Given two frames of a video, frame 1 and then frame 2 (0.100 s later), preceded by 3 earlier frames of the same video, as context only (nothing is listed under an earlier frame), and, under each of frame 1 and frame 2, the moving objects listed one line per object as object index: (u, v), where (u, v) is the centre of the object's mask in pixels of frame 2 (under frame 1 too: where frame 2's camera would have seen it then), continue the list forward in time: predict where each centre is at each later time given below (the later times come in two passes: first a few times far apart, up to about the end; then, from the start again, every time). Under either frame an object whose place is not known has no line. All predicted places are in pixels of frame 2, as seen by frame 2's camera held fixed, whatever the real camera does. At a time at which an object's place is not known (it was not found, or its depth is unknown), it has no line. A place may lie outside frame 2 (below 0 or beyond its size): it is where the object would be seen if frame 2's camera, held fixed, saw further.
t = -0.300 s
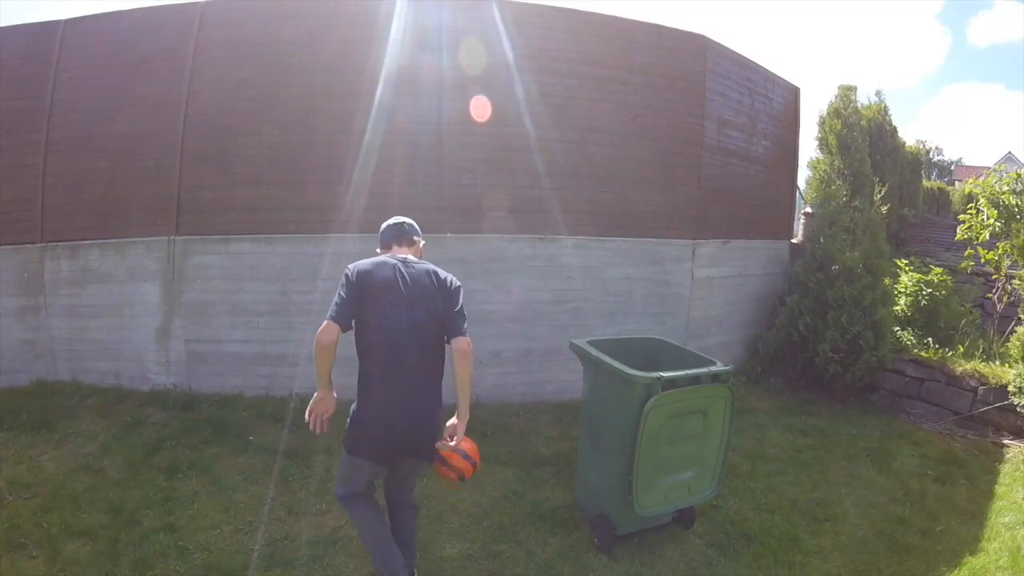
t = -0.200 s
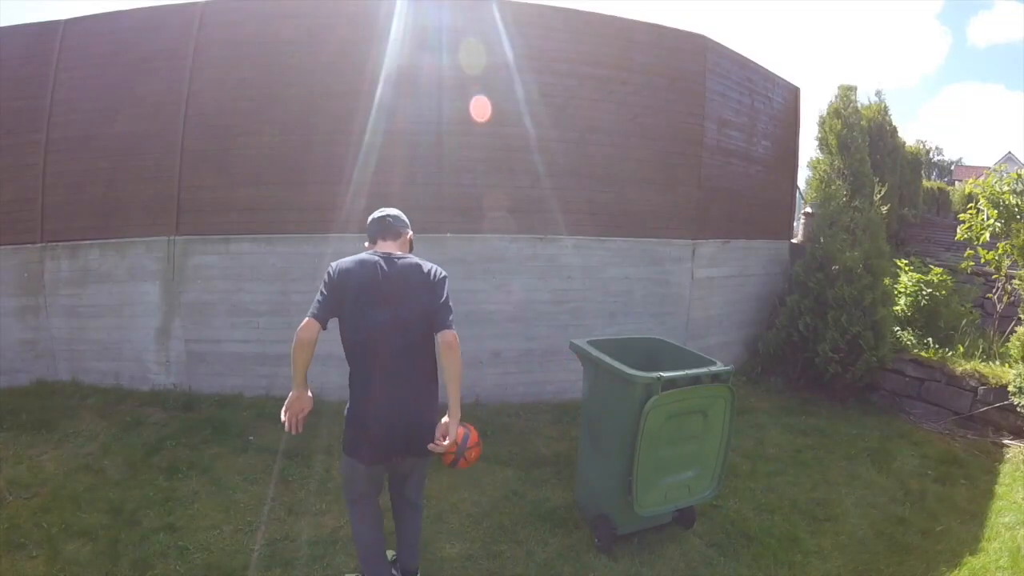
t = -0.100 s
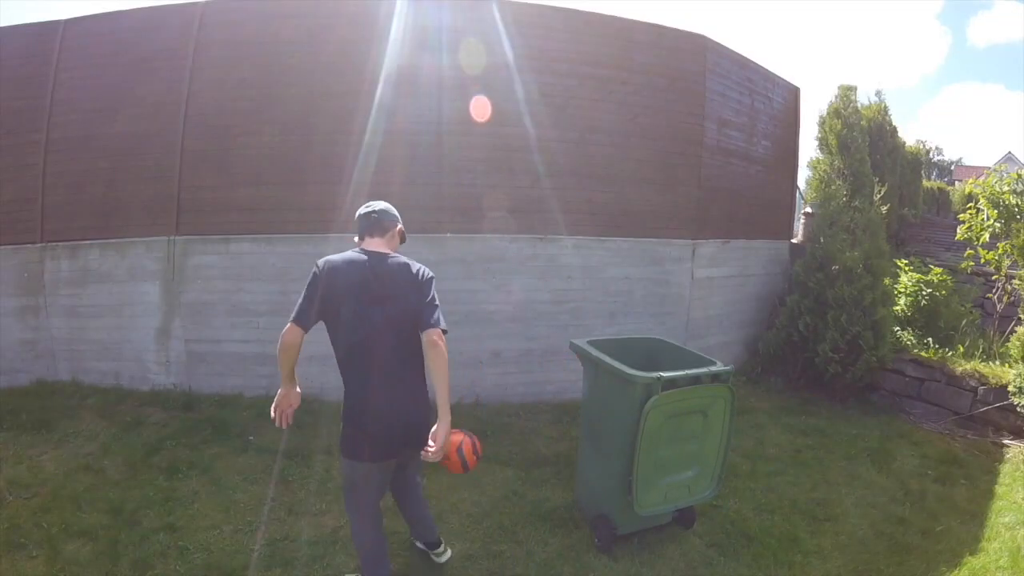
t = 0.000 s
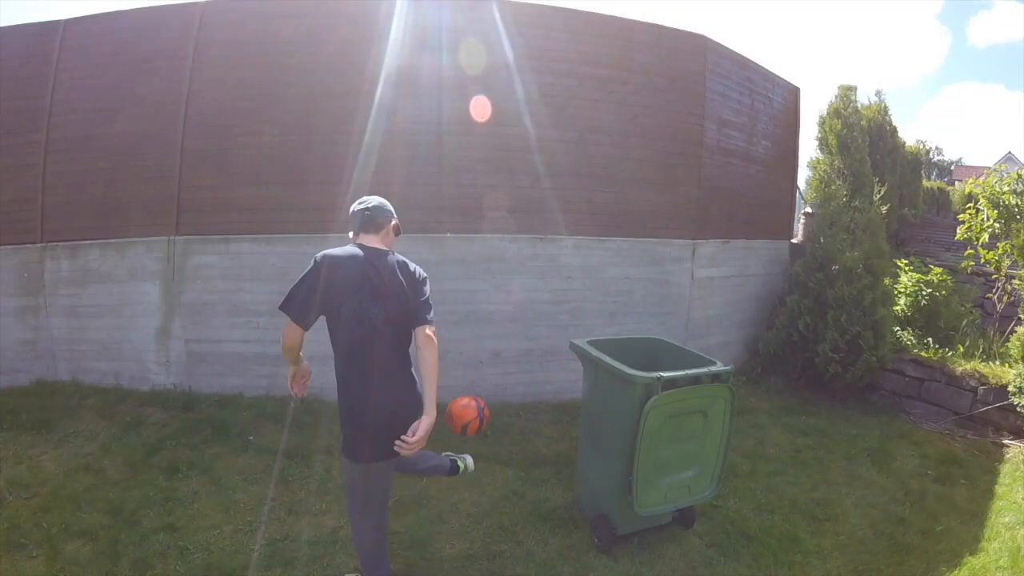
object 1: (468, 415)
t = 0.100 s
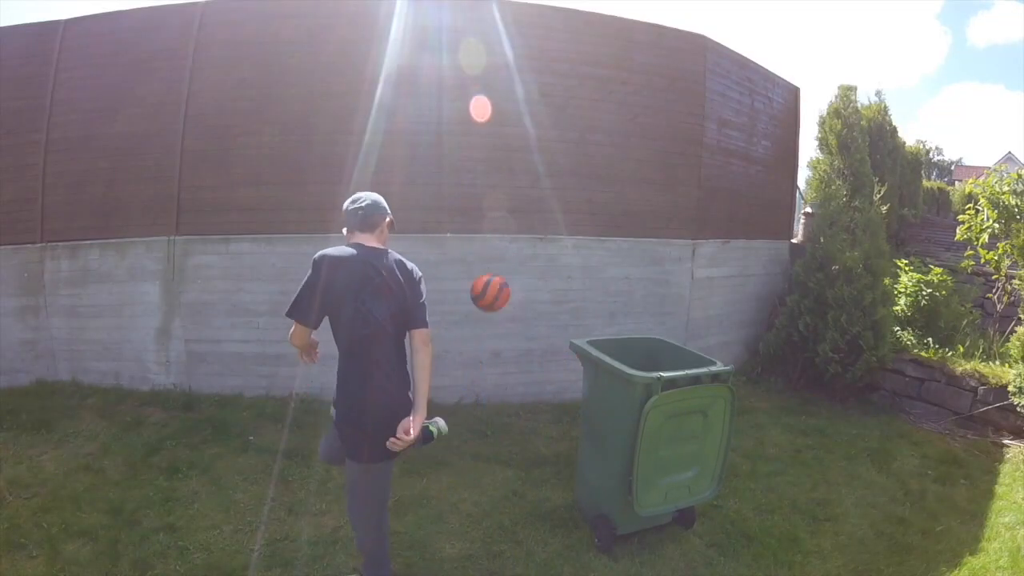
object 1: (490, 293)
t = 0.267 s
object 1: (517, 165)
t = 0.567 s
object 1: (540, 106)
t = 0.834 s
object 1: (577, 95)
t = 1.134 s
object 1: (629, 227)
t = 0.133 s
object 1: (496, 260)
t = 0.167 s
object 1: (503, 231)
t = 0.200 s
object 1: (508, 204)
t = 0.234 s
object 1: (514, 183)
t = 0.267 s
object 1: (517, 165)
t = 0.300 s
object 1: (521, 151)
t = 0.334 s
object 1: (524, 137)
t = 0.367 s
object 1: (526, 127)
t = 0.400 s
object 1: (529, 118)
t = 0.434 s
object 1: (532, 113)
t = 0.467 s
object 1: (535, 108)
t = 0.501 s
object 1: (537, 106)
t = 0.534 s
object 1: (538, 106)
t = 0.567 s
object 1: (540, 106)
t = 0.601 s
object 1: (544, 100)
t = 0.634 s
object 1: (549, 95)
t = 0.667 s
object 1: (553, 93)
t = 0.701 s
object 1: (557, 90)
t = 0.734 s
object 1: (563, 88)
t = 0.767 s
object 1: (567, 89)
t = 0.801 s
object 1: (572, 92)
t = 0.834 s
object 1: (577, 95)
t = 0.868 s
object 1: (583, 100)
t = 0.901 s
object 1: (587, 107)
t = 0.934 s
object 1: (594, 114)
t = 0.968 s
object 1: (600, 127)
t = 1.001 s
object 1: (605, 142)
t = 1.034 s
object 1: (612, 159)
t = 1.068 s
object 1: (617, 178)
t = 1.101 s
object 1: (624, 201)
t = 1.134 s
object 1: (629, 227)
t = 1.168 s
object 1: (634, 257)
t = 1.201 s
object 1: (639, 289)
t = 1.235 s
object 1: (644, 325)
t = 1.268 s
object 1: (649, 358)
